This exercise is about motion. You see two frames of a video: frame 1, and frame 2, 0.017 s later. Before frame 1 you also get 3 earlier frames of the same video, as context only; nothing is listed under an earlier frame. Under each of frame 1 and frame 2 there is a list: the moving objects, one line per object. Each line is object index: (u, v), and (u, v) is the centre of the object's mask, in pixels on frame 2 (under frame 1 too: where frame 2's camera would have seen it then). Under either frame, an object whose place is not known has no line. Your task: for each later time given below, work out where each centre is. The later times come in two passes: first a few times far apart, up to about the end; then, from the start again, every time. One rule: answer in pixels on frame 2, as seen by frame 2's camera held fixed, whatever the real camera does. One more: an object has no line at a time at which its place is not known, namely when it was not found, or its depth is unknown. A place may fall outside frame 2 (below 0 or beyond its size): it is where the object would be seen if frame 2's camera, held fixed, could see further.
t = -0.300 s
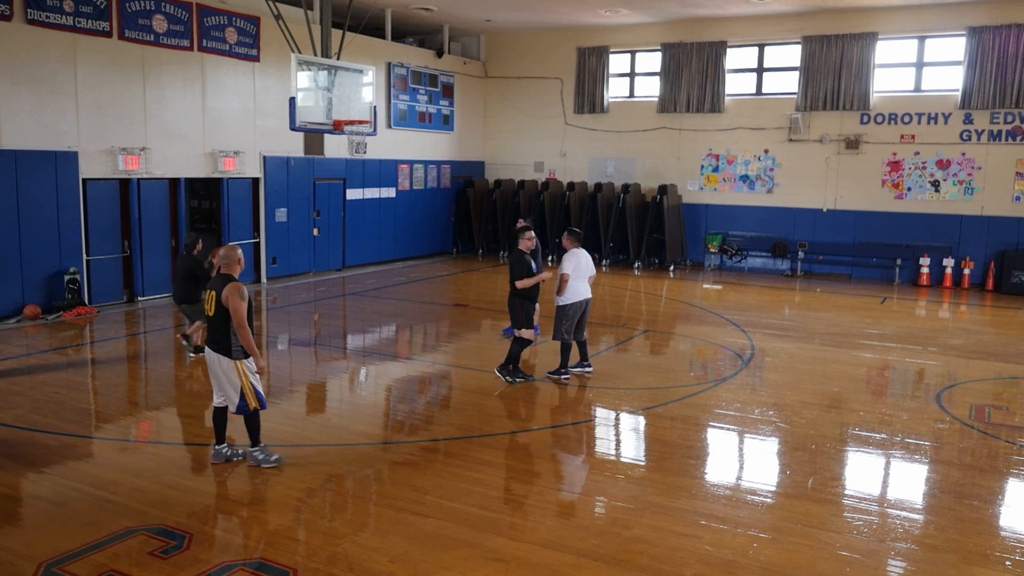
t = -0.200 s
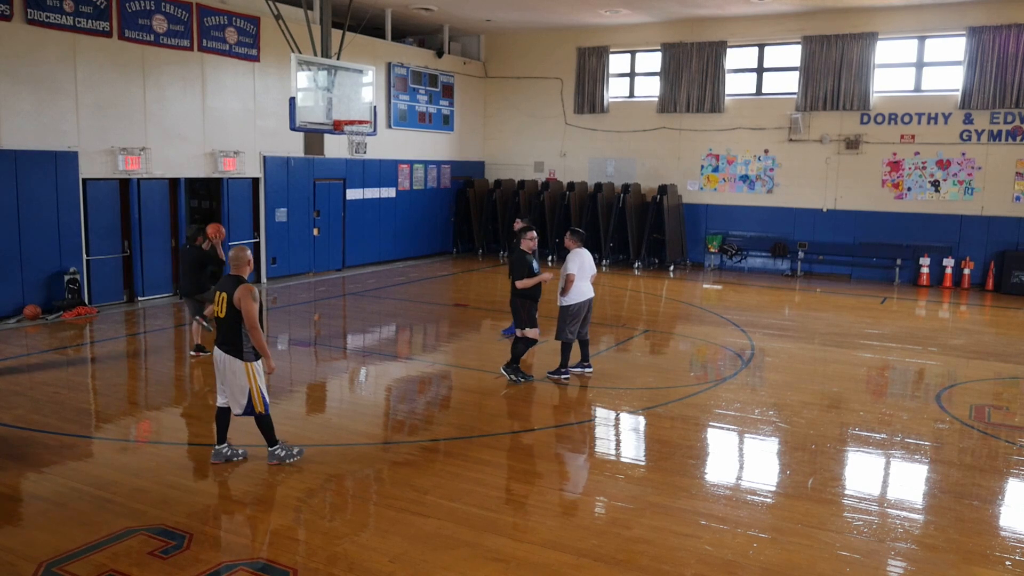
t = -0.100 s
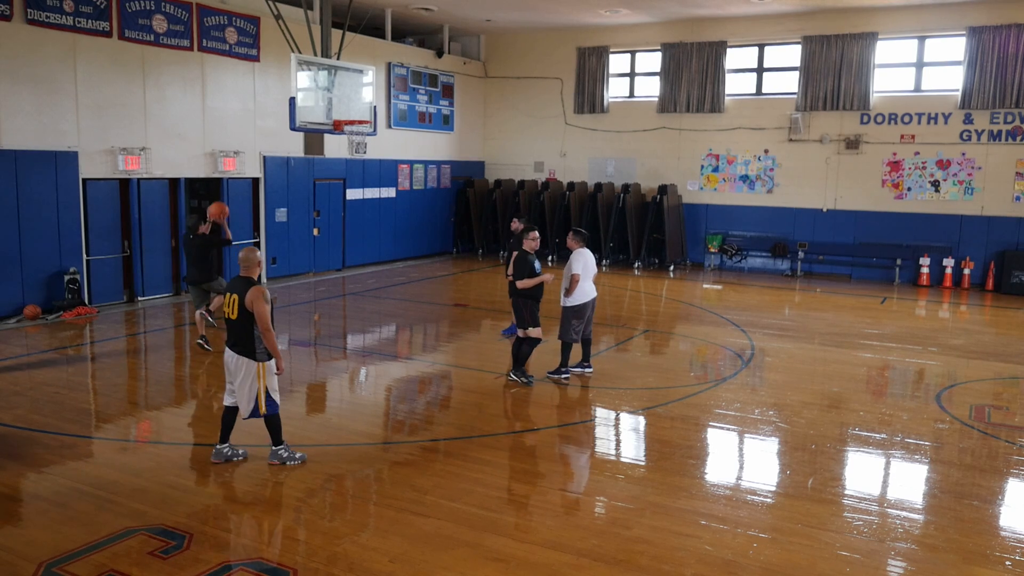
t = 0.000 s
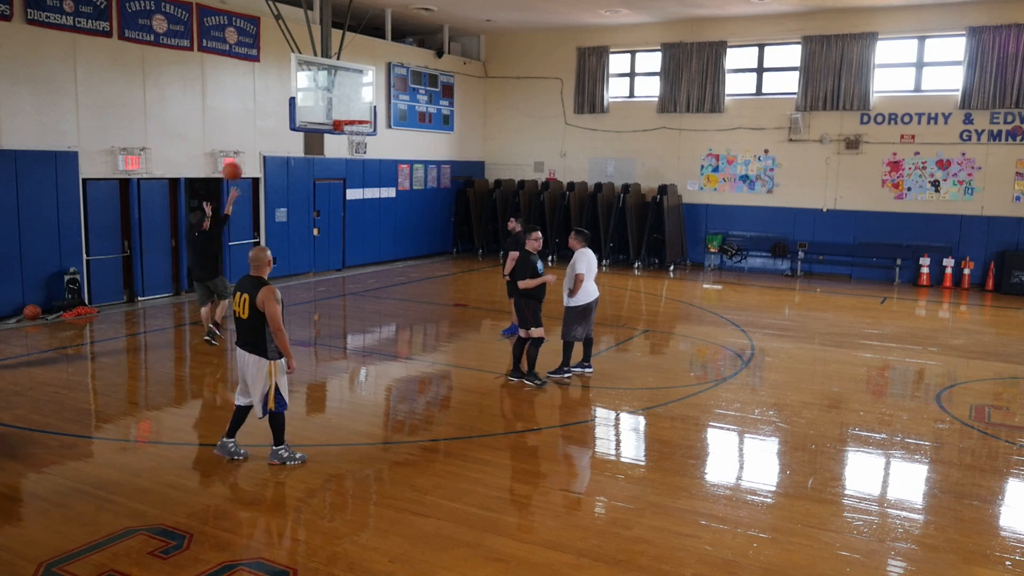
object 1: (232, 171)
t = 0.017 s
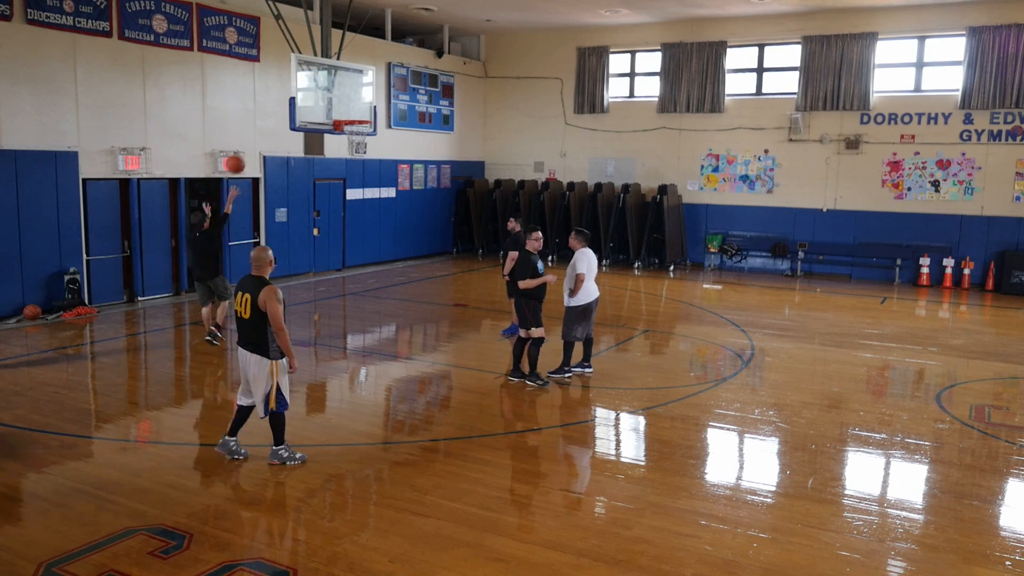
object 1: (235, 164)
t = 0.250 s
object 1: (274, 95)
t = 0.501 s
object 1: (311, 70)
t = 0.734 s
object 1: (342, 86)
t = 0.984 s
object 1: (372, 139)
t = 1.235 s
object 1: (397, 220)
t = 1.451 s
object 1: (415, 284)
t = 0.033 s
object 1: (238, 157)
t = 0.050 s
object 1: (241, 151)
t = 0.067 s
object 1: (243, 145)
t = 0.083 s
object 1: (246, 139)
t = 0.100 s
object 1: (249, 134)
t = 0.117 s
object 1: (252, 128)
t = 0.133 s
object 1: (255, 123)
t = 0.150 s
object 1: (258, 119)
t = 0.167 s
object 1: (260, 114)
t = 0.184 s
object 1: (263, 110)
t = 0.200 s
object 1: (266, 106)
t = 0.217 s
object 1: (268, 102)
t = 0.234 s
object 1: (271, 98)
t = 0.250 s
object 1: (274, 95)
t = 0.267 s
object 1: (276, 91)
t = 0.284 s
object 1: (279, 89)
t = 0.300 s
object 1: (282, 86)
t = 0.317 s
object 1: (284, 84)
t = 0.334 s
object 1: (286, 81)
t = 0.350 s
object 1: (289, 79)
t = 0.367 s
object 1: (291, 77)
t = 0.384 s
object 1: (294, 76)
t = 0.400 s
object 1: (297, 74)
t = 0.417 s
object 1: (299, 73)
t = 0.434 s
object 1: (301, 72)
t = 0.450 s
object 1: (304, 71)
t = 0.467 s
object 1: (306, 70)
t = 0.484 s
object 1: (309, 70)
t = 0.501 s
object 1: (311, 70)
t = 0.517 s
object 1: (313, 70)
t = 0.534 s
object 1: (315, 70)
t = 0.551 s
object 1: (317, 70)
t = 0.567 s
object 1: (320, 71)
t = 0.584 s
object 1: (322, 72)
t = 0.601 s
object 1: (325, 72)
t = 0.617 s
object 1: (327, 74)
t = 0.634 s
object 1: (329, 75)
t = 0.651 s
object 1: (331, 76)
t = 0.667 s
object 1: (333, 78)
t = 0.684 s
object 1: (335, 80)
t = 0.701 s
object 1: (338, 82)
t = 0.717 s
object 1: (340, 84)
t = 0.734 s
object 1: (342, 86)
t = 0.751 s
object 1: (344, 89)
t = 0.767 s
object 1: (346, 91)
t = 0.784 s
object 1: (348, 94)
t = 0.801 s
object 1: (350, 97)
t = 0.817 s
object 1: (352, 100)
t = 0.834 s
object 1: (354, 103)
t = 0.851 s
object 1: (356, 107)
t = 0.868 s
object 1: (358, 110)
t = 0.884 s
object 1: (360, 114)
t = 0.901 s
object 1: (362, 117)
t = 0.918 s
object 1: (364, 121)
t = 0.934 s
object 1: (366, 125)
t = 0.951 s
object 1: (371, 131)
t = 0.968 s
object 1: (371, 135)
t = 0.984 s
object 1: (372, 139)
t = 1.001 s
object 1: (373, 143)
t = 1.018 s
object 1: (375, 148)
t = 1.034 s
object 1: (377, 153)
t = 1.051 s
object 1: (378, 158)
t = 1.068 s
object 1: (381, 163)
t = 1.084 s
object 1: (382, 168)
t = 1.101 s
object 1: (384, 173)
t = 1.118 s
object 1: (386, 179)
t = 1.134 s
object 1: (387, 184)
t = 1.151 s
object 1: (389, 189)
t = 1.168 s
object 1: (391, 196)
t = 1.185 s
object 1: (393, 202)
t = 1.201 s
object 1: (394, 208)
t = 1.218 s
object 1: (395, 214)
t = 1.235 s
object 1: (397, 220)
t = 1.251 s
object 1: (399, 226)
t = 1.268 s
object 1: (400, 232)
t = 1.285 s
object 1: (402, 239)
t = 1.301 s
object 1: (403, 245)
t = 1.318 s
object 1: (405, 252)
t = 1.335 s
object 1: (406, 258)
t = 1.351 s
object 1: (407, 266)
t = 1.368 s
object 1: (409, 272)
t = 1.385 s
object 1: (411, 279)
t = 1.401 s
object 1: (412, 286)
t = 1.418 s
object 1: (413, 293)
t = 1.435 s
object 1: (414, 290)
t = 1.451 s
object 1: (415, 284)
